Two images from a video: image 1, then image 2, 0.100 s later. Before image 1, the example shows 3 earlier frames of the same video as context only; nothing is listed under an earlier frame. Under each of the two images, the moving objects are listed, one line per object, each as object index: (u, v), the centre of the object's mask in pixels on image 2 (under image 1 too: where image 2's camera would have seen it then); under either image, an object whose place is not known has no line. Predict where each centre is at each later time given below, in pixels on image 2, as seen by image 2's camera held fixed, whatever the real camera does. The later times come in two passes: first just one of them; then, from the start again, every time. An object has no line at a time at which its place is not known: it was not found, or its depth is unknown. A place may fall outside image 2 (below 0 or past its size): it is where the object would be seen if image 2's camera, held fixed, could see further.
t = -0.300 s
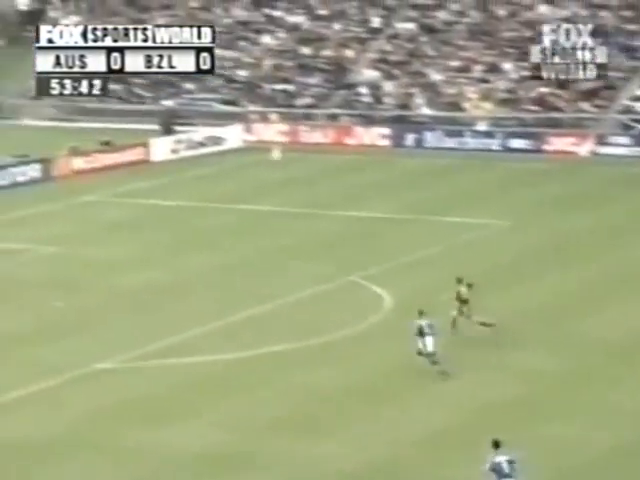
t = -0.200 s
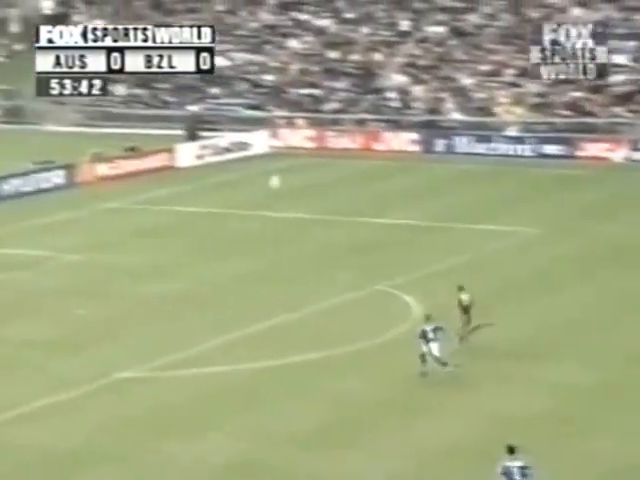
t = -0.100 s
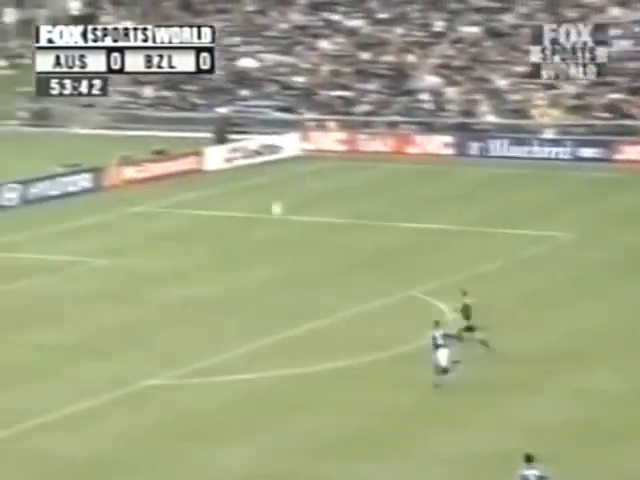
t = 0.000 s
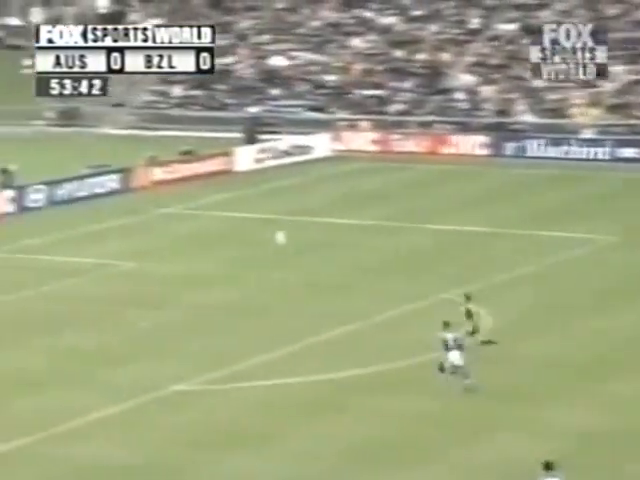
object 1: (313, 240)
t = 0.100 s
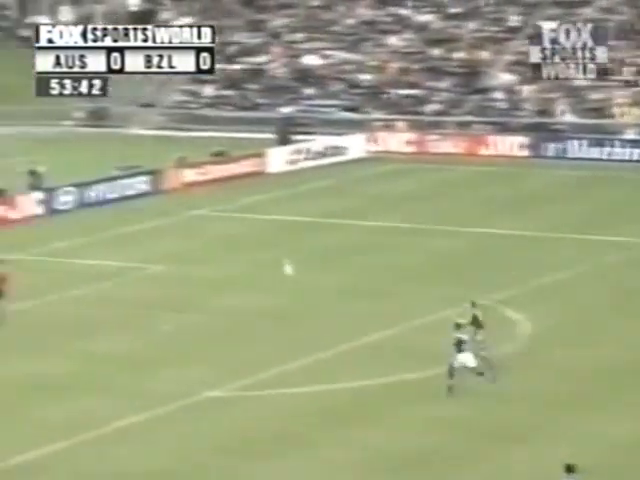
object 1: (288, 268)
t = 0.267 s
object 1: (245, 320)
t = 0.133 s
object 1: (278, 279)
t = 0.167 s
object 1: (271, 290)
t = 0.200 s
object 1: (261, 298)
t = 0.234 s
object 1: (253, 308)
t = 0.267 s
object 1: (245, 320)
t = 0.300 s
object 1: (237, 331)
